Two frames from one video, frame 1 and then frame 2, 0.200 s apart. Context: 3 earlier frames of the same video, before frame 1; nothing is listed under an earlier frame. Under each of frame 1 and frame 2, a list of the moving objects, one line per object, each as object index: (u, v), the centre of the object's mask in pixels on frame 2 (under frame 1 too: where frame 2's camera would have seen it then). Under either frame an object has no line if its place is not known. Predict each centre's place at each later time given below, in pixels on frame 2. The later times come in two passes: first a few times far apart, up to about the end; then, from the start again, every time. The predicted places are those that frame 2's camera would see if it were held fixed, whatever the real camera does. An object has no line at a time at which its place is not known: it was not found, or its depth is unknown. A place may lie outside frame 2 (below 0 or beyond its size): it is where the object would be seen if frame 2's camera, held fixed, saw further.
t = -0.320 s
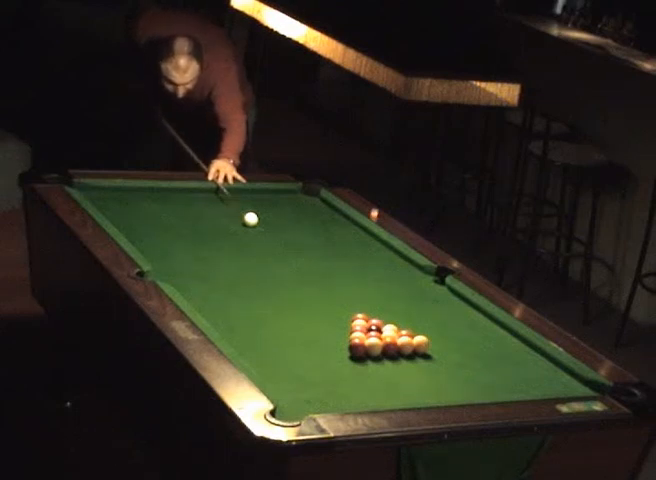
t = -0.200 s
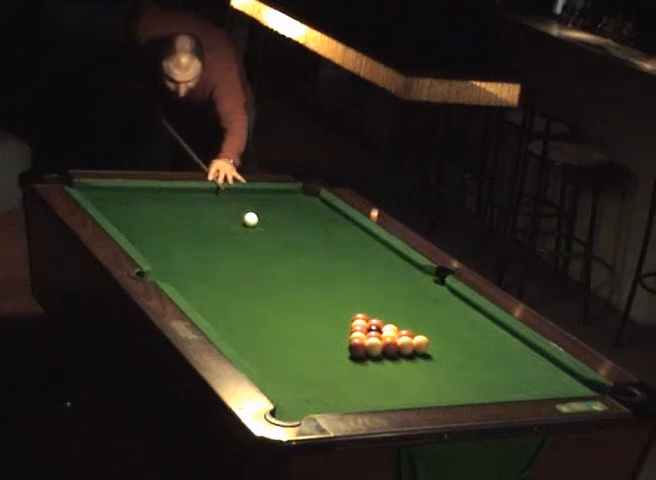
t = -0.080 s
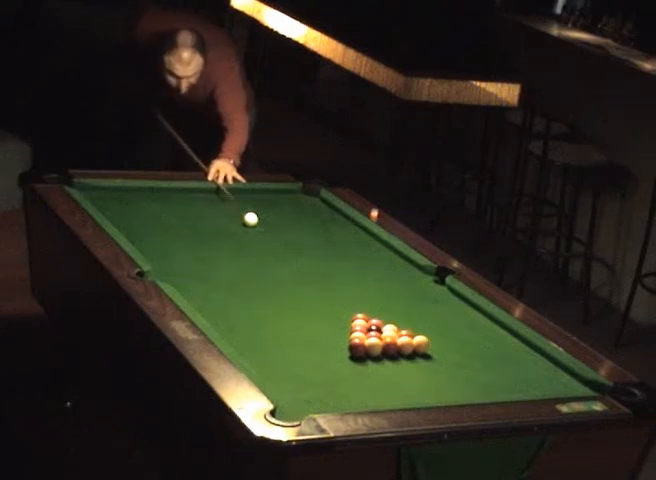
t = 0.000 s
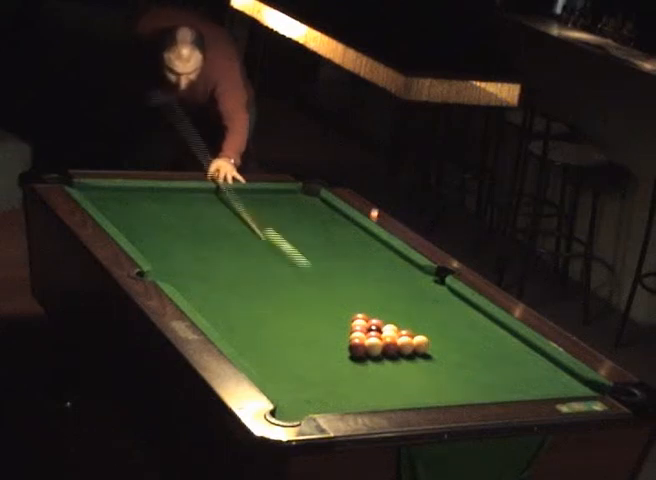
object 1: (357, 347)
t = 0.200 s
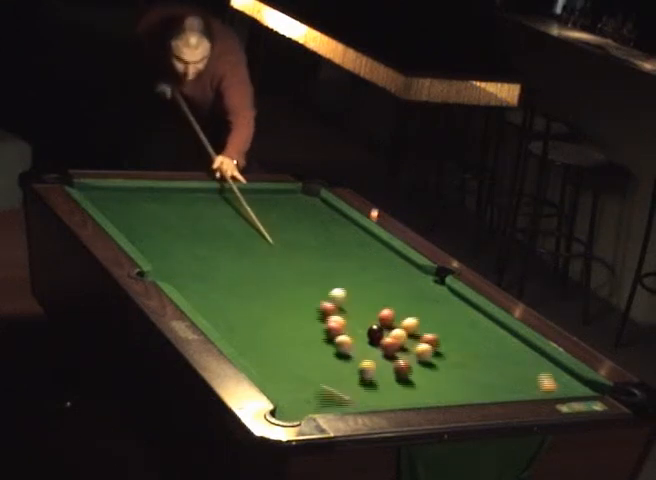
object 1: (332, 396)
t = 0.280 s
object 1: (278, 375)
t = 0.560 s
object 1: (233, 303)
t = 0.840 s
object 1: (203, 265)
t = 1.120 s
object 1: (169, 240)
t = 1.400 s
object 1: (138, 218)
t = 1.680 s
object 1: (110, 198)
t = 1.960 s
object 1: (102, 192)
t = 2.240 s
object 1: (114, 200)
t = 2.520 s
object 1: (125, 208)
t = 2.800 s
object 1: (135, 215)
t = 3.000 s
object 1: (138, 219)
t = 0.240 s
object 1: (304, 385)
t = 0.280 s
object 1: (278, 375)
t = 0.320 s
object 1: (256, 360)
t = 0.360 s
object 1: (247, 350)
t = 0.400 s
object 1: (244, 341)
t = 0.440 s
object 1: (241, 332)
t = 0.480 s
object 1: (238, 321)
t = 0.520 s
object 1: (236, 313)
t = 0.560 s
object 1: (233, 303)
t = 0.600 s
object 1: (231, 295)
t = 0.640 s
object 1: (229, 287)
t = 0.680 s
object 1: (225, 280)
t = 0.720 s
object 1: (219, 276)
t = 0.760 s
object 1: (213, 274)
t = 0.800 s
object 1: (208, 269)
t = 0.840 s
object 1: (203, 265)
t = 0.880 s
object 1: (198, 261)
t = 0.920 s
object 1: (193, 257)
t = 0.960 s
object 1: (188, 253)
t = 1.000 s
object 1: (183, 250)
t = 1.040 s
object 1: (178, 247)
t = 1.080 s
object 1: (173, 243)
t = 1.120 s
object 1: (169, 240)
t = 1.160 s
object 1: (164, 237)
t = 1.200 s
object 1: (160, 233)
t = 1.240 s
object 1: (155, 230)
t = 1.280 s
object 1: (151, 227)
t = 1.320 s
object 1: (147, 224)
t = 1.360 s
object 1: (142, 221)
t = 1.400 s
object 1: (138, 218)
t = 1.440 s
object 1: (134, 215)
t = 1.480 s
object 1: (130, 212)
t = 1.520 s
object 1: (126, 209)
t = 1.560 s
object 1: (122, 206)
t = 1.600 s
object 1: (119, 204)
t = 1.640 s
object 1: (114, 201)
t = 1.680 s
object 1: (110, 198)
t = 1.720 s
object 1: (107, 195)
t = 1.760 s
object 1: (103, 193)
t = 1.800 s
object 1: (100, 190)
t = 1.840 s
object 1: (97, 188)
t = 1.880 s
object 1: (98, 189)
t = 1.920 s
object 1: (100, 190)
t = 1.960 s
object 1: (102, 192)
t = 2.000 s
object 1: (103, 193)
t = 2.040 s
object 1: (105, 194)
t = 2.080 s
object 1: (107, 195)
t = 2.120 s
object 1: (109, 196)
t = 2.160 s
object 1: (110, 197)
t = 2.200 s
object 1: (112, 199)
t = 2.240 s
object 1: (114, 200)
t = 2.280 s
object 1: (116, 201)
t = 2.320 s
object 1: (117, 202)
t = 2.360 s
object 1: (119, 204)
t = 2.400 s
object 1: (120, 205)
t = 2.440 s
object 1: (122, 206)
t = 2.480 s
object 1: (123, 207)
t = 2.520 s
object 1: (125, 208)
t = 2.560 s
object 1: (126, 209)
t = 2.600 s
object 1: (127, 210)
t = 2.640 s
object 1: (129, 212)
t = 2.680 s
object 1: (130, 212)
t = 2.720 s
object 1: (132, 213)
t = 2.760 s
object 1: (134, 214)
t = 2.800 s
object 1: (135, 215)
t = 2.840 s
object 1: (136, 216)
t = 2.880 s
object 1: (137, 217)
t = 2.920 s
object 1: (139, 218)
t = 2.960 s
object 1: (139, 218)
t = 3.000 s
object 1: (138, 219)
